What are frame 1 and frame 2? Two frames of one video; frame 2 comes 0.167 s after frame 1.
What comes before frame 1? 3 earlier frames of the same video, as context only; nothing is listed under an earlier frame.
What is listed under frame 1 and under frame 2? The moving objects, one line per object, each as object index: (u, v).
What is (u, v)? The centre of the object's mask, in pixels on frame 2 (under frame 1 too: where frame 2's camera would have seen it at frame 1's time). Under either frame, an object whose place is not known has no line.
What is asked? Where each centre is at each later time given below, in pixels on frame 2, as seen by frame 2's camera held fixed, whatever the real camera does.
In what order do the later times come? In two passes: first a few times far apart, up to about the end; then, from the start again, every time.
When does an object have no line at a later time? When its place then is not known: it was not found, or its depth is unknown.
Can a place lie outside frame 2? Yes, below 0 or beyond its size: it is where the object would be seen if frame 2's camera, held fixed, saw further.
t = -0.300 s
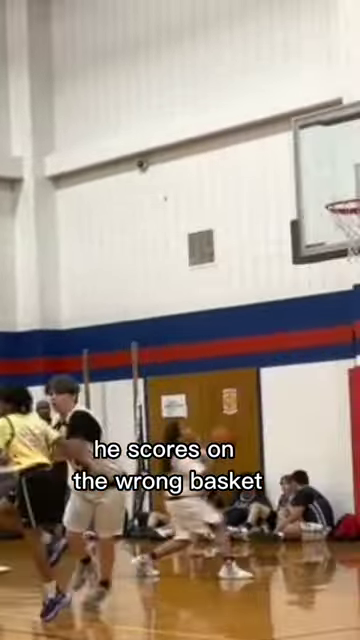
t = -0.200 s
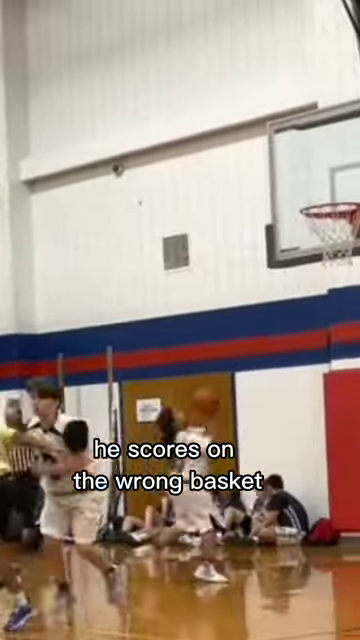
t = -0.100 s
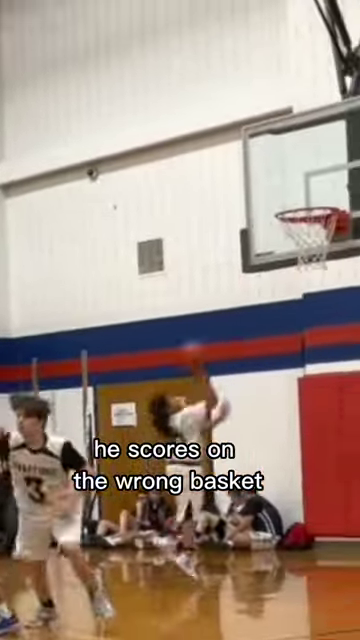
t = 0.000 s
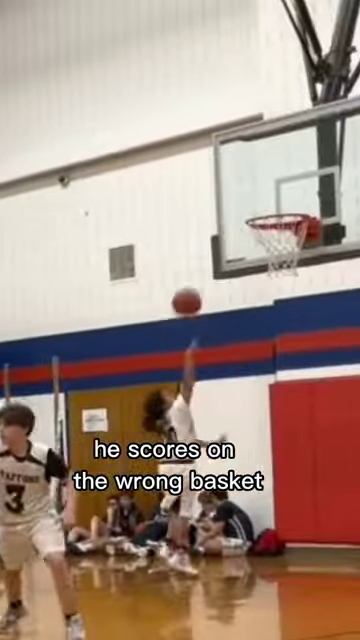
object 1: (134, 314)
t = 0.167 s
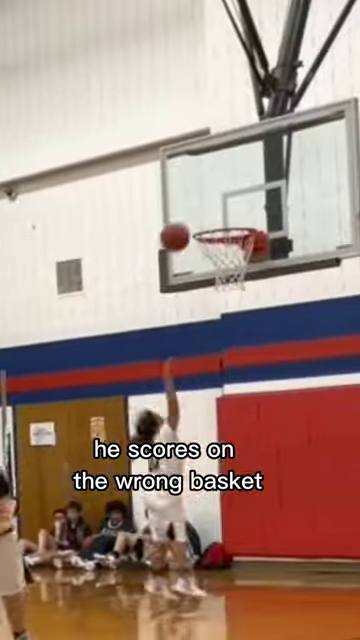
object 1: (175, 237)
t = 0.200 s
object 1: (183, 225)
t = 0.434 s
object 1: (224, 185)
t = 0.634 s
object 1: (231, 212)
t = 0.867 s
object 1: (224, 225)
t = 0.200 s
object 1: (183, 225)
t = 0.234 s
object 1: (191, 215)
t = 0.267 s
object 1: (200, 205)
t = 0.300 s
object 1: (208, 198)
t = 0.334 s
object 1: (217, 191)
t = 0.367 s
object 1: (222, 187)
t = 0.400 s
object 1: (223, 186)
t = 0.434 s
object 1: (224, 185)
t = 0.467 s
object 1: (224, 187)
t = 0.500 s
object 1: (226, 189)
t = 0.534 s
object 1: (227, 193)
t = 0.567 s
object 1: (229, 198)
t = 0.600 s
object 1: (230, 205)
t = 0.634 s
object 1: (231, 212)
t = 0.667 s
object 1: (231, 219)
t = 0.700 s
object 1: (225, 221)
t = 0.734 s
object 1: (220, 223)
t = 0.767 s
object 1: (215, 223)
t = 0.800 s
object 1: (211, 229)
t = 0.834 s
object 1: (217, 226)
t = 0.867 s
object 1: (224, 225)
